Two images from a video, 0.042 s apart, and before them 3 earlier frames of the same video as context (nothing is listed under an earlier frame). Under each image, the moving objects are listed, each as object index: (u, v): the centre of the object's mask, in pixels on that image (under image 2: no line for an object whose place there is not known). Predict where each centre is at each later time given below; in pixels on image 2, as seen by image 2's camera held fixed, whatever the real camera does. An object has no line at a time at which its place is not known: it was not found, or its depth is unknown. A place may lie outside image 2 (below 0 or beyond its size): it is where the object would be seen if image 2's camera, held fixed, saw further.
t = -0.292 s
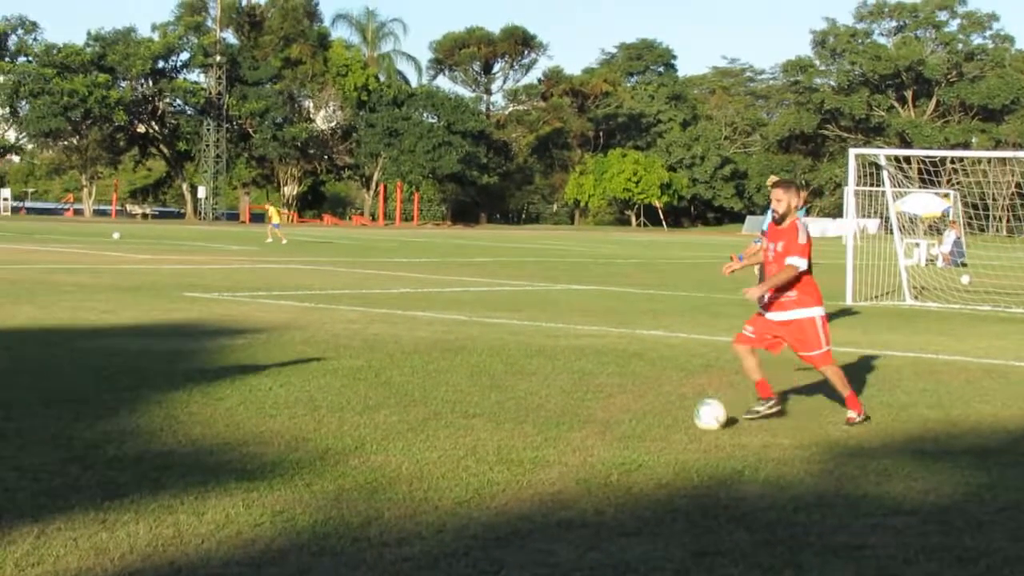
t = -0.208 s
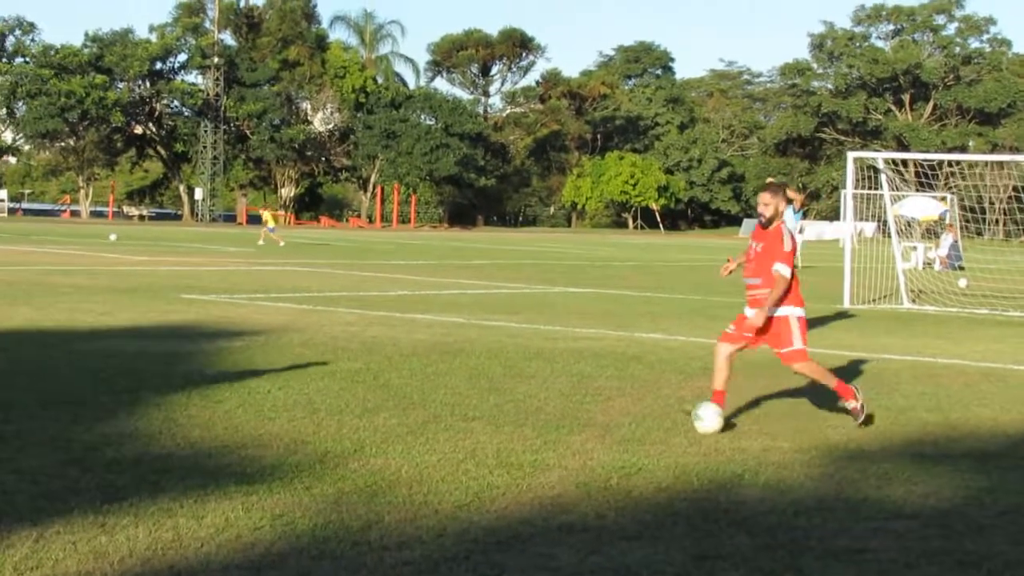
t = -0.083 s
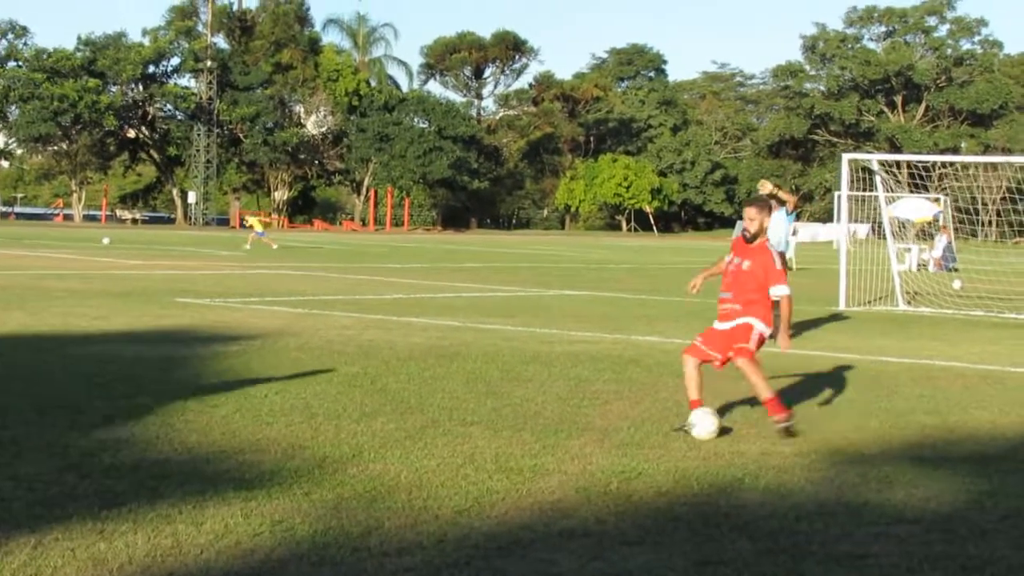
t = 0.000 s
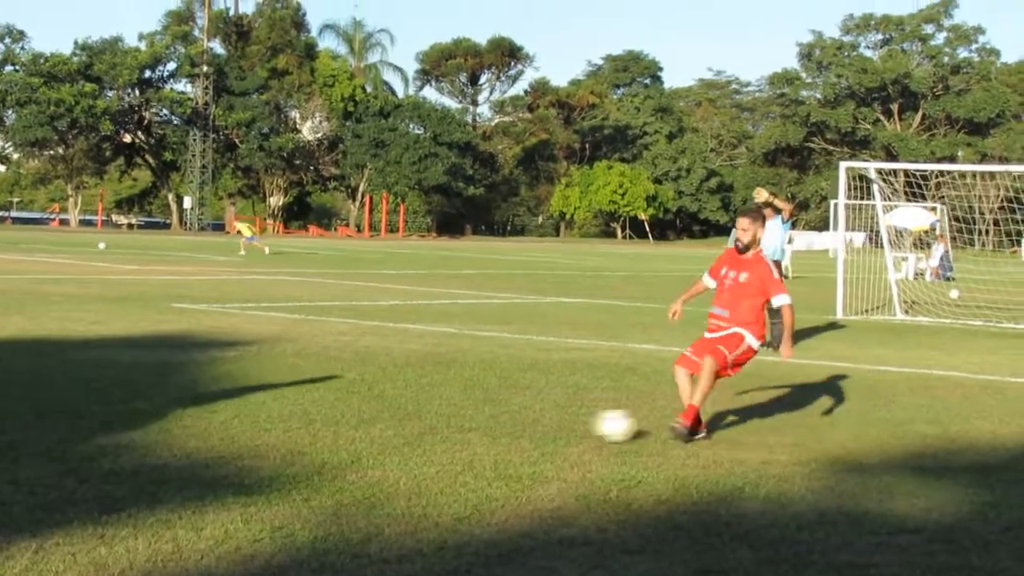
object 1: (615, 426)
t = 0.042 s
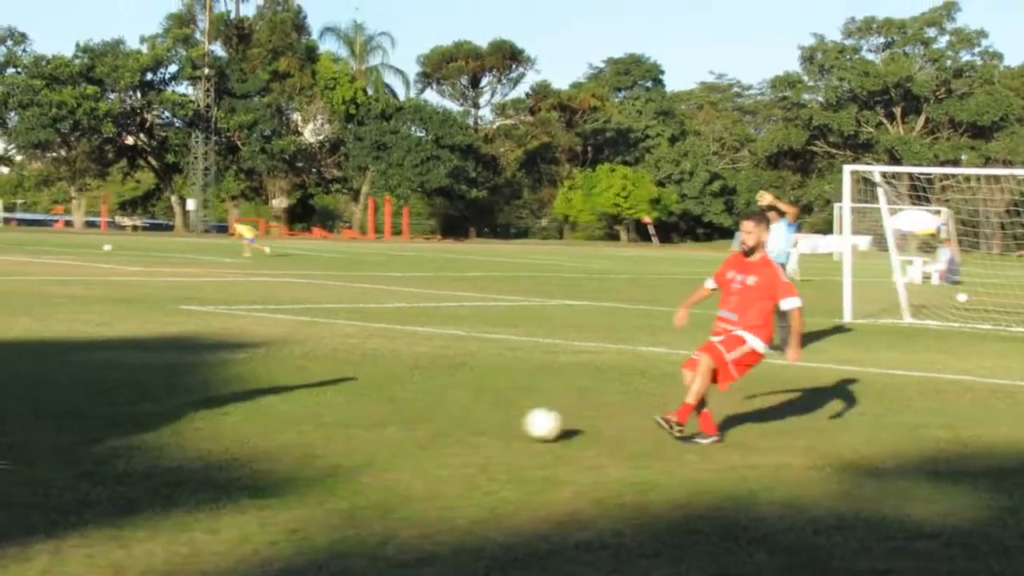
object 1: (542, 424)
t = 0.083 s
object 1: (461, 422)
